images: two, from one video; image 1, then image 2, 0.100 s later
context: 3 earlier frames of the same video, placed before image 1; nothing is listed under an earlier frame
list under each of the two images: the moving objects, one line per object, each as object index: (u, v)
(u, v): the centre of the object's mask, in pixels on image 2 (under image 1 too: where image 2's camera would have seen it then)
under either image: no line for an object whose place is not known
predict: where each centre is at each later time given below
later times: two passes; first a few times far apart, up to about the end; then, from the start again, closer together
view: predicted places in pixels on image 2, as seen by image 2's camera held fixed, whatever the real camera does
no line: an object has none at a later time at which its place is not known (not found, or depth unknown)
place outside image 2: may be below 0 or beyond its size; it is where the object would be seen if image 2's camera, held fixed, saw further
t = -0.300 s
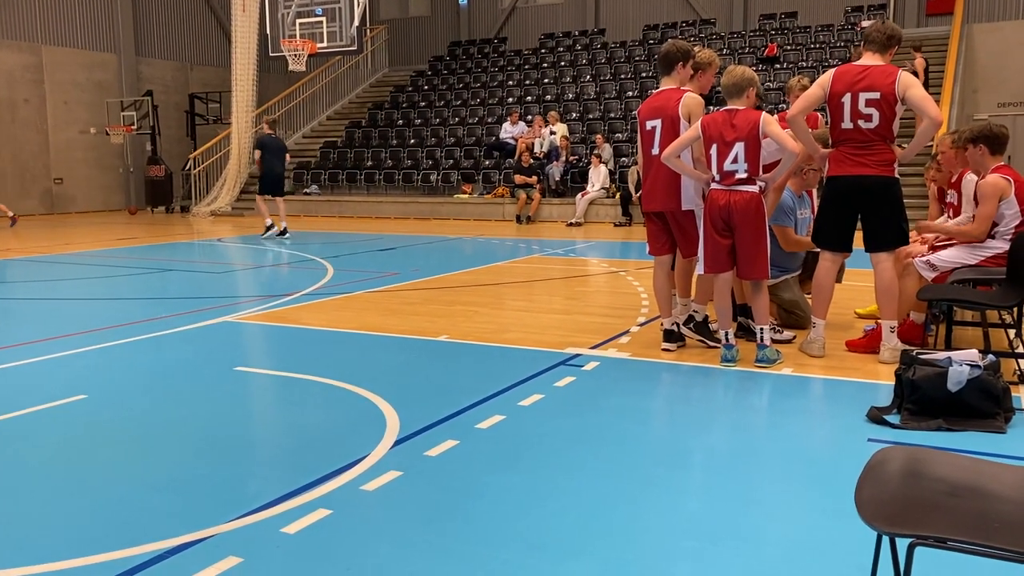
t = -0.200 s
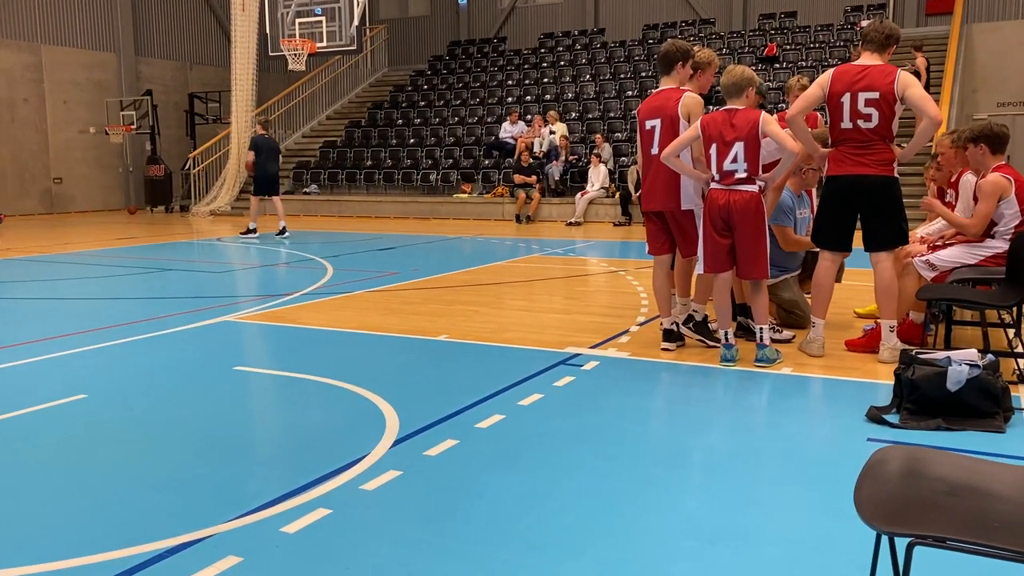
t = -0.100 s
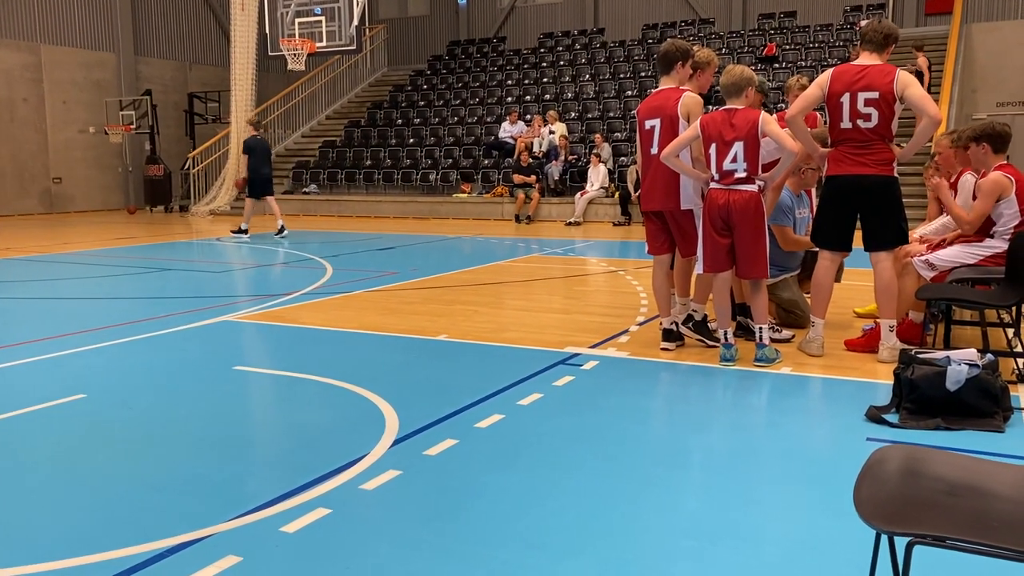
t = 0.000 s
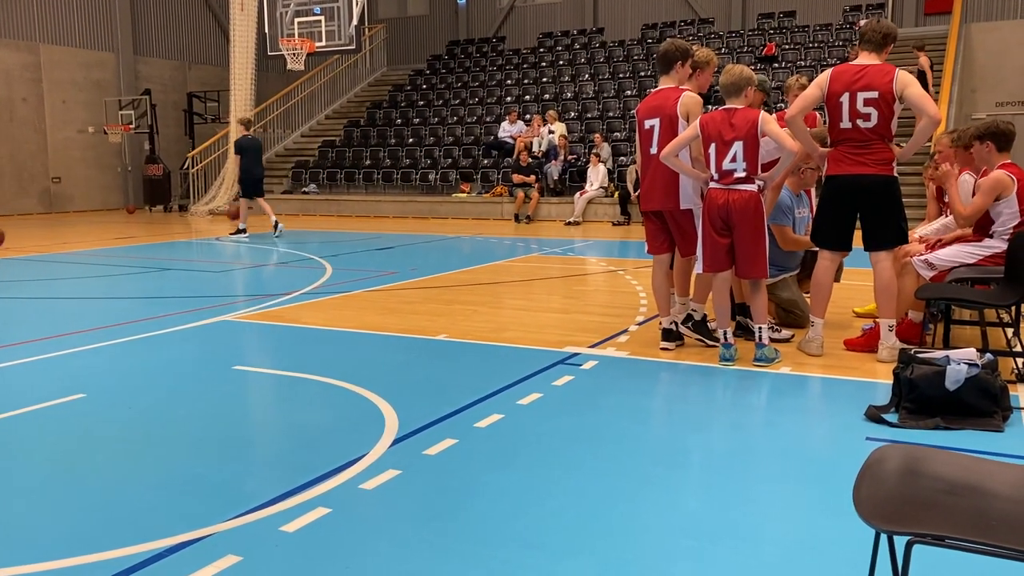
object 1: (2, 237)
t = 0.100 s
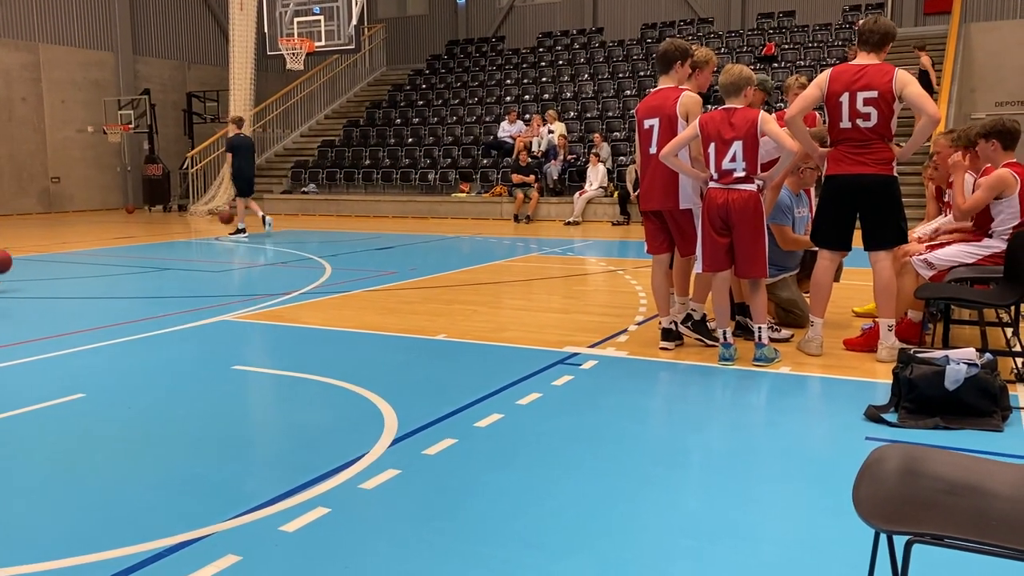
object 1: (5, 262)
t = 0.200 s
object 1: (9, 272)
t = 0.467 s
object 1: (20, 251)
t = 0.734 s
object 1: (43, 287)
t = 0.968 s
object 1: (61, 280)
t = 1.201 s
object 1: (85, 300)
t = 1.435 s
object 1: (111, 315)
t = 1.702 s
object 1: (144, 322)
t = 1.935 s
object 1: (179, 339)
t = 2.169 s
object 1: (218, 361)
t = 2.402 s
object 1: (264, 382)
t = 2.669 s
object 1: (328, 413)
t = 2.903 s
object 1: (395, 436)
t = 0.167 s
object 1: (8, 281)
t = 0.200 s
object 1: (9, 272)
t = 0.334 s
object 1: (13, 252)
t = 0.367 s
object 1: (15, 250)
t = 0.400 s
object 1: (16, 249)
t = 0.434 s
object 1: (18, 250)
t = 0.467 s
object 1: (20, 251)
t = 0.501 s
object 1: (23, 254)
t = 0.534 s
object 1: (26, 259)
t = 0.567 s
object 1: (29, 265)
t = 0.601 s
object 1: (32, 272)
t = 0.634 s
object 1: (35, 281)
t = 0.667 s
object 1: (39, 292)
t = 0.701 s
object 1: (41, 293)
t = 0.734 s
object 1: (43, 287)
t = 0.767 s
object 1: (45, 281)
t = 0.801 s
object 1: (47, 277)
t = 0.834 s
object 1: (50, 275)
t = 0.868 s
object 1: (52, 274)
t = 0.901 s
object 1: (55, 275)
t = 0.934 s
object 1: (58, 276)
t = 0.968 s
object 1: (61, 280)
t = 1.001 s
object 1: (64, 284)
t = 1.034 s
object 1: (68, 291)
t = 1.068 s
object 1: (71, 299)
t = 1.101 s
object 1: (75, 309)
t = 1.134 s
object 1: (79, 310)
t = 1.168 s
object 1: (82, 304)
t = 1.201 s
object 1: (85, 300)
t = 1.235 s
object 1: (88, 297)
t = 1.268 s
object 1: (92, 296)
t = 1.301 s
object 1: (95, 296)
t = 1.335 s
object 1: (99, 298)
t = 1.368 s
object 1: (103, 302)
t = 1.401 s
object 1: (107, 308)
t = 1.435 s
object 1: (111, 315)
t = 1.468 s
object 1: (116, 325)
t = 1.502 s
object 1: (120, 328)
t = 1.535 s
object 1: (124, 322)
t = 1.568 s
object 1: (127, 319)
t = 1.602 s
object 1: (131, 317)
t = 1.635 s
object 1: (135, 317)
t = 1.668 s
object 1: (140, 318)
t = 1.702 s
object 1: (144, 322)
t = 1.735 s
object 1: (149, 328)
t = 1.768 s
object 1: (154, 335)
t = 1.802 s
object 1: (160, 346)
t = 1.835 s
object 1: (164, 343)
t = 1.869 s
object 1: (169, 340)
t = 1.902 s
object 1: (173, 338)
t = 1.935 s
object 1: (179, 339)
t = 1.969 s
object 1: (184, 341)
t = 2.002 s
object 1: (189, 346)
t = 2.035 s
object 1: (195, 352)
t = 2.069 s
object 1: (201, 362)
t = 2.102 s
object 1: (207, 363)
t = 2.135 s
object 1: (212, 361)
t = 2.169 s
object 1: (218, 361)
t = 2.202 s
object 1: (224, 363)
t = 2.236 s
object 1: (231, 368)
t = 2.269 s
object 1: (237, 375)
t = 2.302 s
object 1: (244, 380)
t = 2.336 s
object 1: (251, 378)
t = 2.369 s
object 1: (257, 379)
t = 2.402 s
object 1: (264, 382)
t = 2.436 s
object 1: (271, 387)
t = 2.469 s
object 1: (279, 395)
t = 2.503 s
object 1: (286, 395)
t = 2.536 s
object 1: (294, 395)
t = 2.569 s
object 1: (302, 397)
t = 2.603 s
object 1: (311, 402)
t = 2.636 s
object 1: (320, 410)
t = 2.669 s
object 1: (328, 413)
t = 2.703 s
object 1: (336, 413)
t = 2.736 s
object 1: (346, 416)
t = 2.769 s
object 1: (355, 421)
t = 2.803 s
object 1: (365, 430)
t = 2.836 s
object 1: (375, 431)
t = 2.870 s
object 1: (384, 432)
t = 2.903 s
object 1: (395, 436)
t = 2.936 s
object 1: (405, 444)
